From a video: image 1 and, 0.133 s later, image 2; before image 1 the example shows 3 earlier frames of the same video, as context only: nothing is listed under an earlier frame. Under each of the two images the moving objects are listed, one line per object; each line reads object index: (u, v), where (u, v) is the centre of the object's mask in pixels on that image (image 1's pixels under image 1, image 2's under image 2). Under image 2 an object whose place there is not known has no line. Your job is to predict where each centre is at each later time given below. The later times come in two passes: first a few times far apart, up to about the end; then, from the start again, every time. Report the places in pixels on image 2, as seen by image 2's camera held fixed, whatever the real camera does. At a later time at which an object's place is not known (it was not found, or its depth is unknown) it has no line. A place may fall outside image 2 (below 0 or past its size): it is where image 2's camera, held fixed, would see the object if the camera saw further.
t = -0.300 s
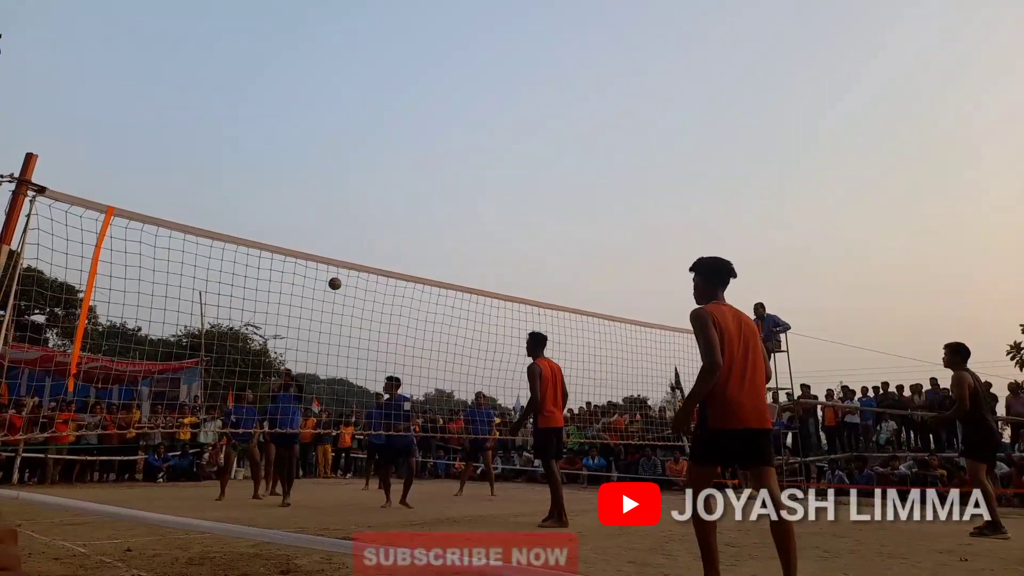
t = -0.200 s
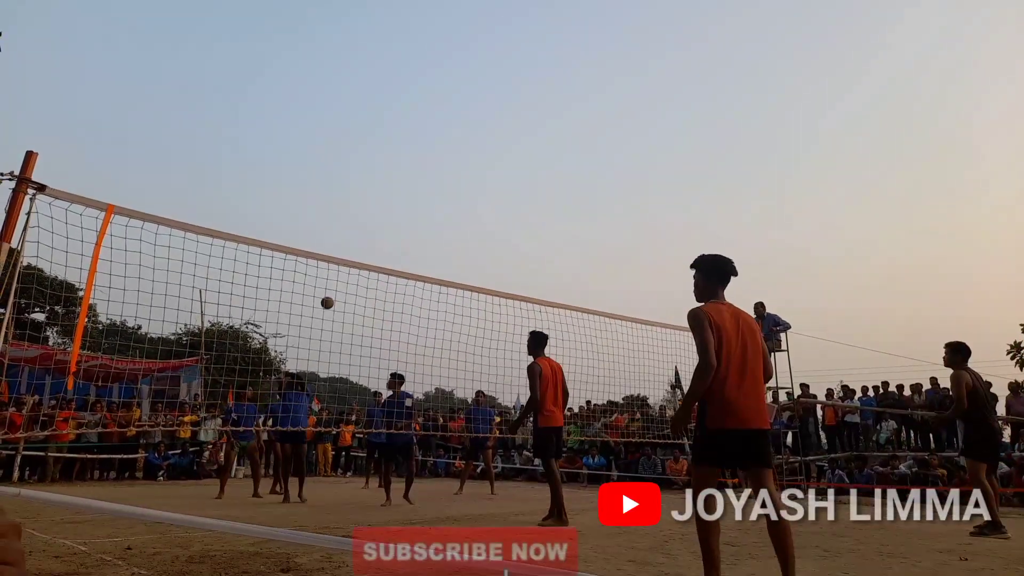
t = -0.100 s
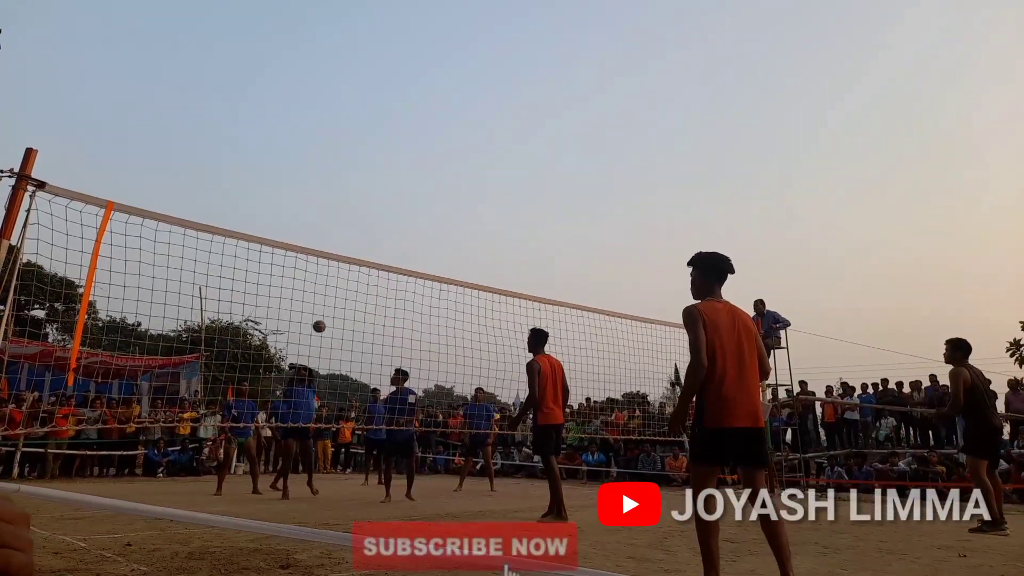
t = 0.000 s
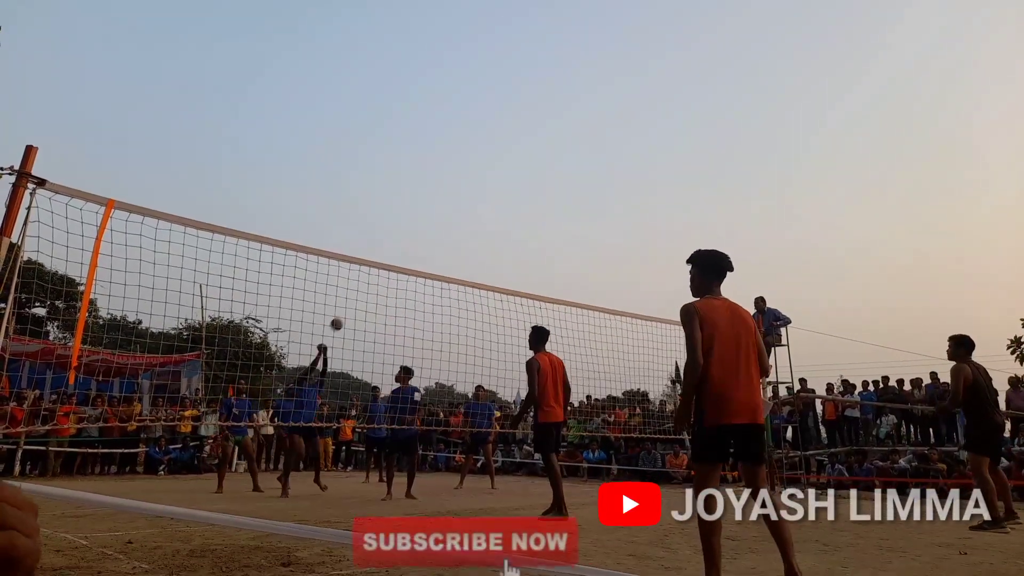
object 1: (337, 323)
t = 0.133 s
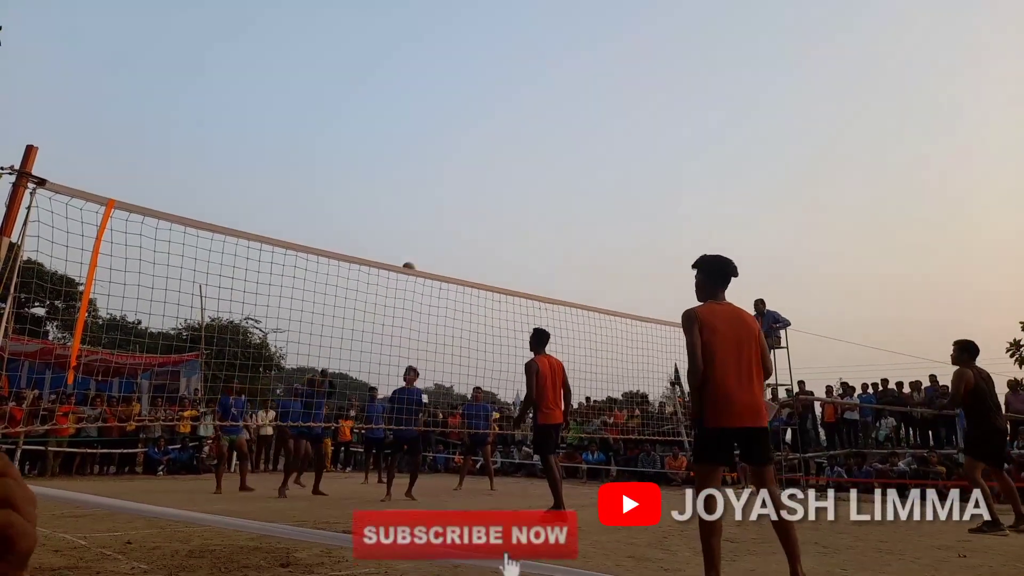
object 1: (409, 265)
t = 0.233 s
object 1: (465, 232)
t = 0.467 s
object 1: (611, 172)
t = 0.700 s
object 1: (789, 150)
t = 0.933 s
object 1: (1012, 179)
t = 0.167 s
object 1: (427, 256)
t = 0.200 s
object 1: (446, 243)
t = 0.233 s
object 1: (465, 232)
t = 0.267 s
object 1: (484, 221)
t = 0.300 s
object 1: (505, 212)
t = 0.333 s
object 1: (525, 202)
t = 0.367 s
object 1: (546, 193)
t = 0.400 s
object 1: (566, 185)
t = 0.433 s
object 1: (589, 178)
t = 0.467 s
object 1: (611, 172)
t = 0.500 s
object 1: (635, 166)
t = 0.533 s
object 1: (658, 161)
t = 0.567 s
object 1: (682, 157)
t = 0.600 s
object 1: (708, 154)
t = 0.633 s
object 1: (734, 152)
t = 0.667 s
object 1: (761, 150)
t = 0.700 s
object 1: (789, 150)
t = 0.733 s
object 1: (817, 150)
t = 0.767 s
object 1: (847, 152)
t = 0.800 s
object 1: (877, 154)
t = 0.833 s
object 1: (909, 158)
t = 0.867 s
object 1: (942, 164)
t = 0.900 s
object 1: (976, 170)
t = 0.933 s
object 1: (1012, 179)
